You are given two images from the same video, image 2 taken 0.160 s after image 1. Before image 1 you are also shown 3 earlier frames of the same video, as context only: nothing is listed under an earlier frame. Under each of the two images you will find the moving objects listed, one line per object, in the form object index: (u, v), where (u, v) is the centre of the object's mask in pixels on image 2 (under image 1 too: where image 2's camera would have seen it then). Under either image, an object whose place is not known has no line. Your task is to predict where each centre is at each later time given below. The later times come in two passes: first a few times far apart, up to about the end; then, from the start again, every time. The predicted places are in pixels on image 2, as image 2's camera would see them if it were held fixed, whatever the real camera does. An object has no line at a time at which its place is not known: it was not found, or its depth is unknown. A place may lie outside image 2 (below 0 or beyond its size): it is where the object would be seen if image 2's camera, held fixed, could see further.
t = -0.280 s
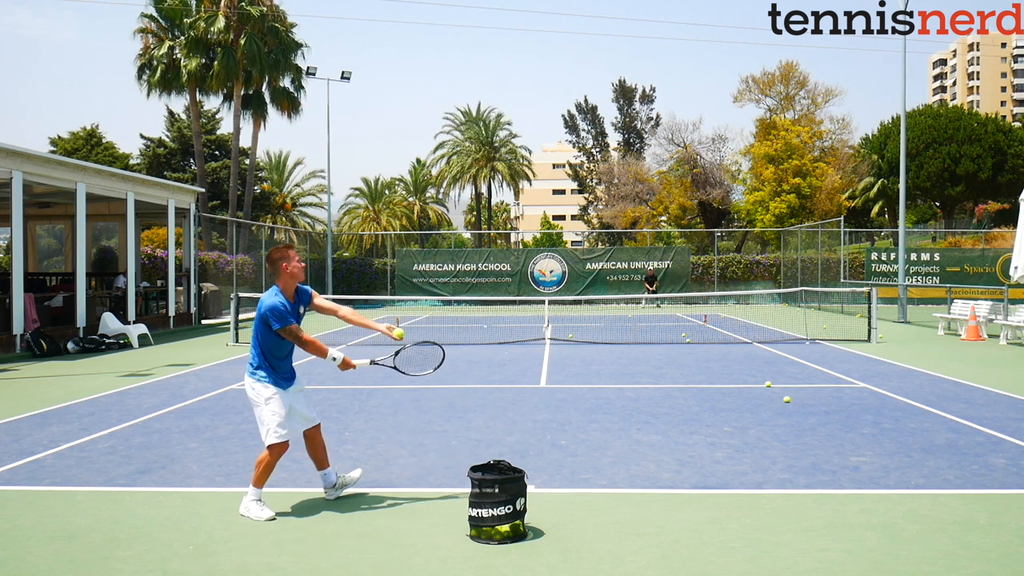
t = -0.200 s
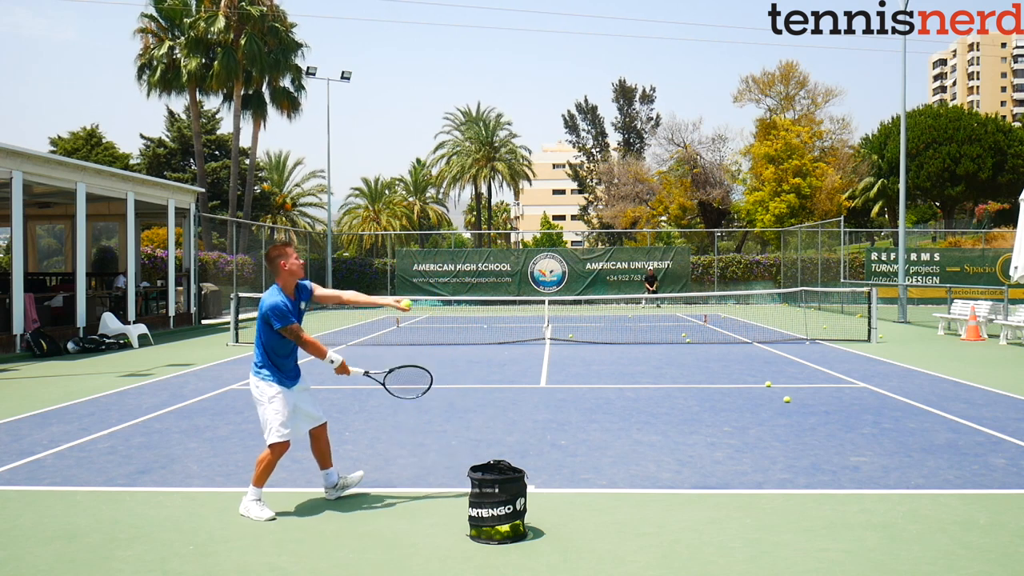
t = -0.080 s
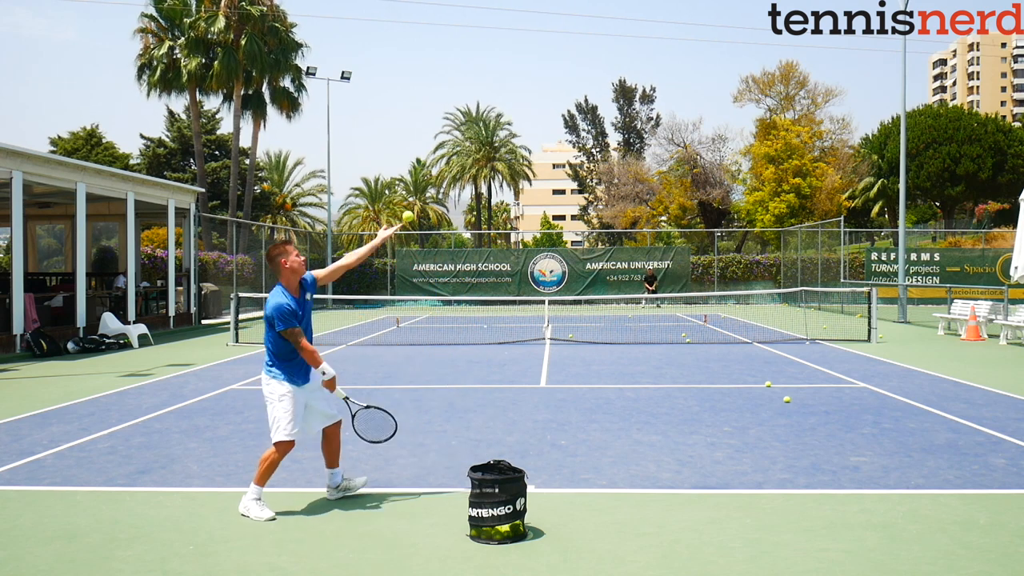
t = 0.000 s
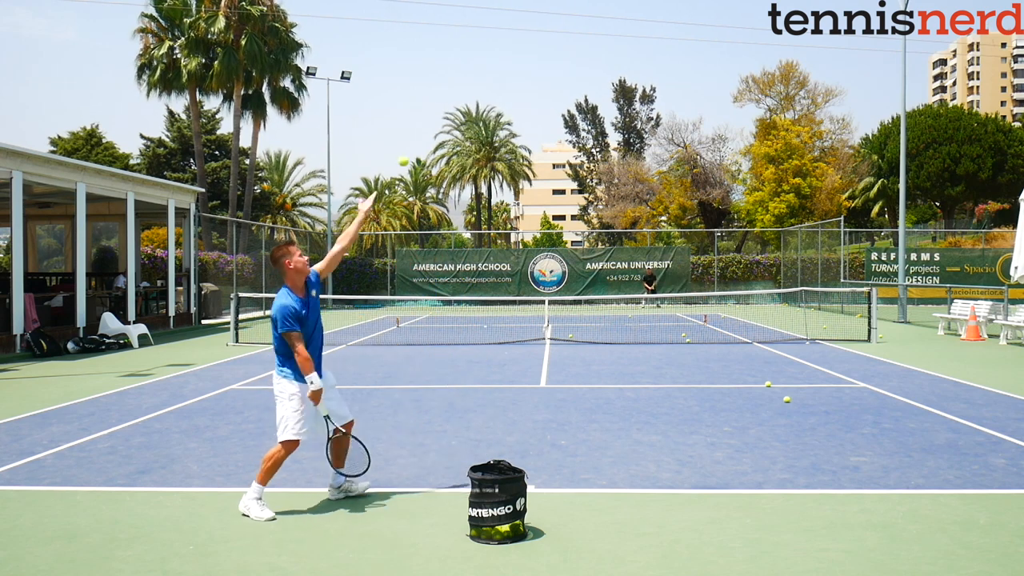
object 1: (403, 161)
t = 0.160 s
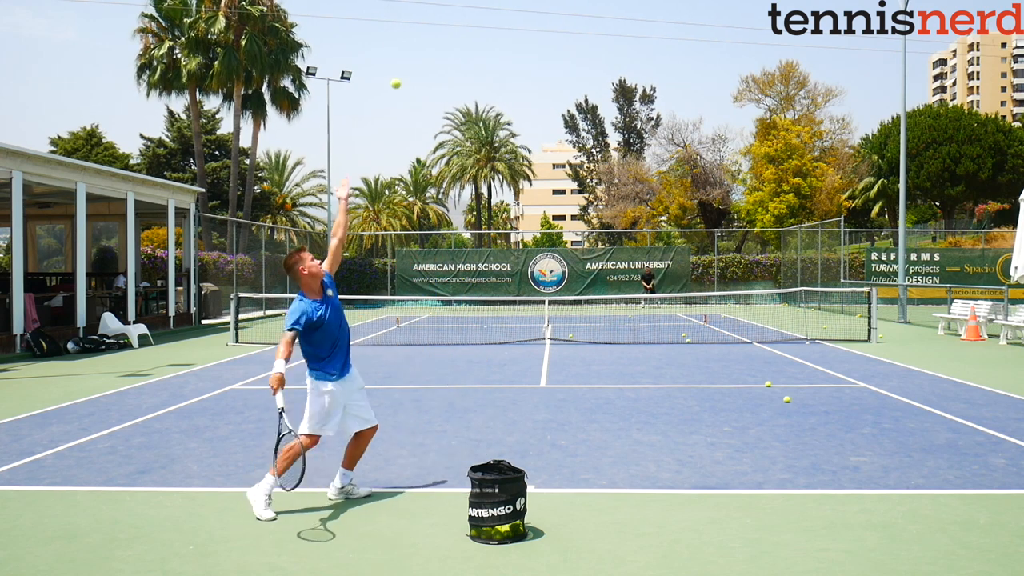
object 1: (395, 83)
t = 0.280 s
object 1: (390, 51)
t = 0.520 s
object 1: (381, 51)
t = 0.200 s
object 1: (393, 70)
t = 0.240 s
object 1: (392, 60)
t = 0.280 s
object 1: (390, 51)
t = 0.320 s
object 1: (389, 46)
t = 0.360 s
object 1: (387, 42)
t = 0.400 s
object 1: (386, 41)
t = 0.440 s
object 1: (384, 43)
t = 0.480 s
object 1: (383, 46)
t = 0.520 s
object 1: (381, 51)
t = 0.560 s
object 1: (380, 59)
